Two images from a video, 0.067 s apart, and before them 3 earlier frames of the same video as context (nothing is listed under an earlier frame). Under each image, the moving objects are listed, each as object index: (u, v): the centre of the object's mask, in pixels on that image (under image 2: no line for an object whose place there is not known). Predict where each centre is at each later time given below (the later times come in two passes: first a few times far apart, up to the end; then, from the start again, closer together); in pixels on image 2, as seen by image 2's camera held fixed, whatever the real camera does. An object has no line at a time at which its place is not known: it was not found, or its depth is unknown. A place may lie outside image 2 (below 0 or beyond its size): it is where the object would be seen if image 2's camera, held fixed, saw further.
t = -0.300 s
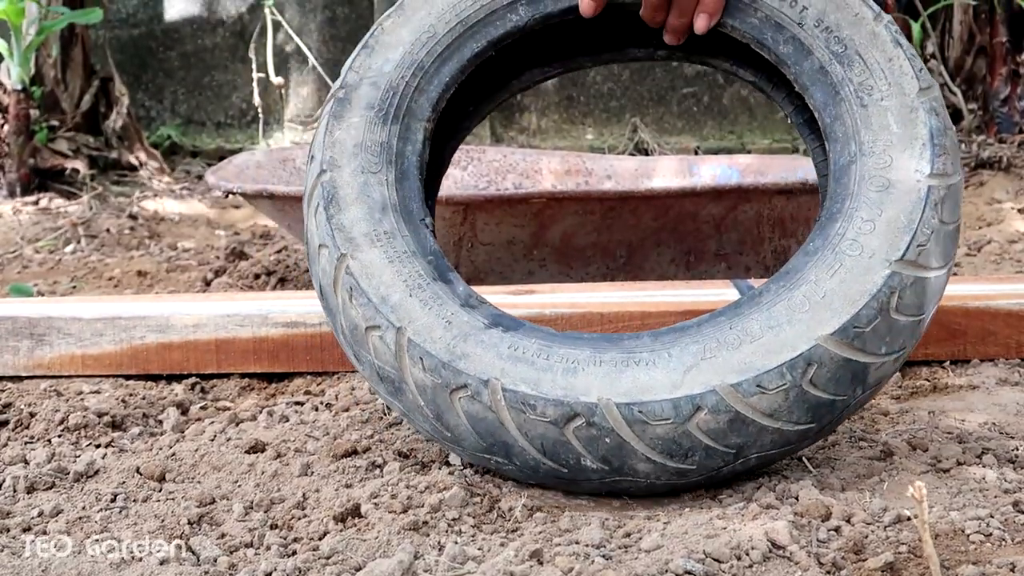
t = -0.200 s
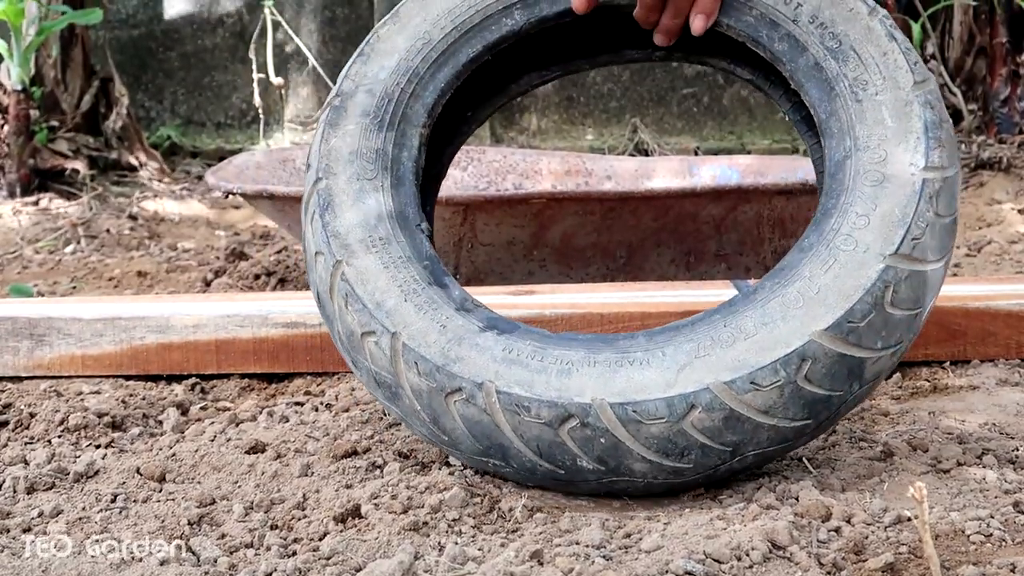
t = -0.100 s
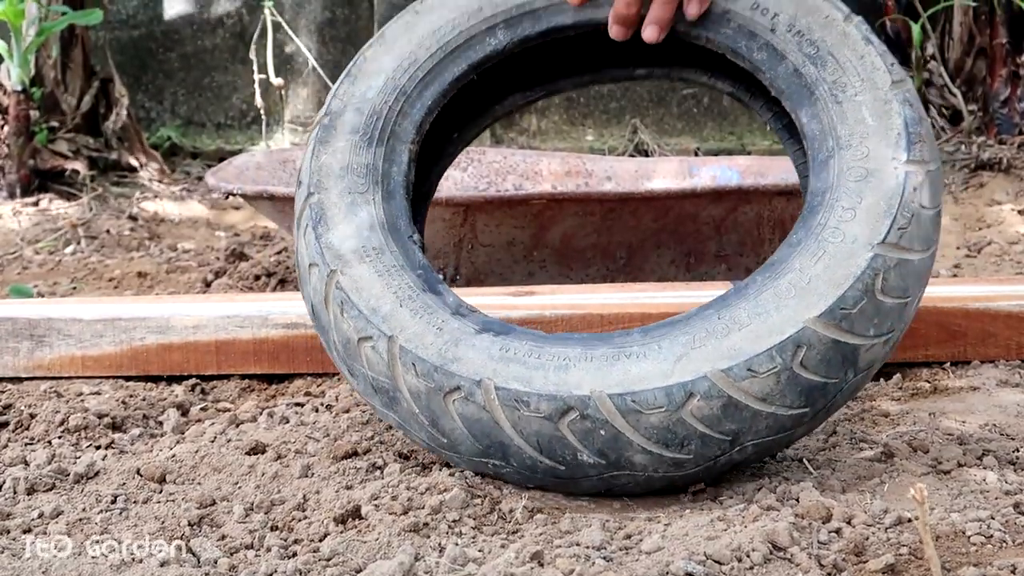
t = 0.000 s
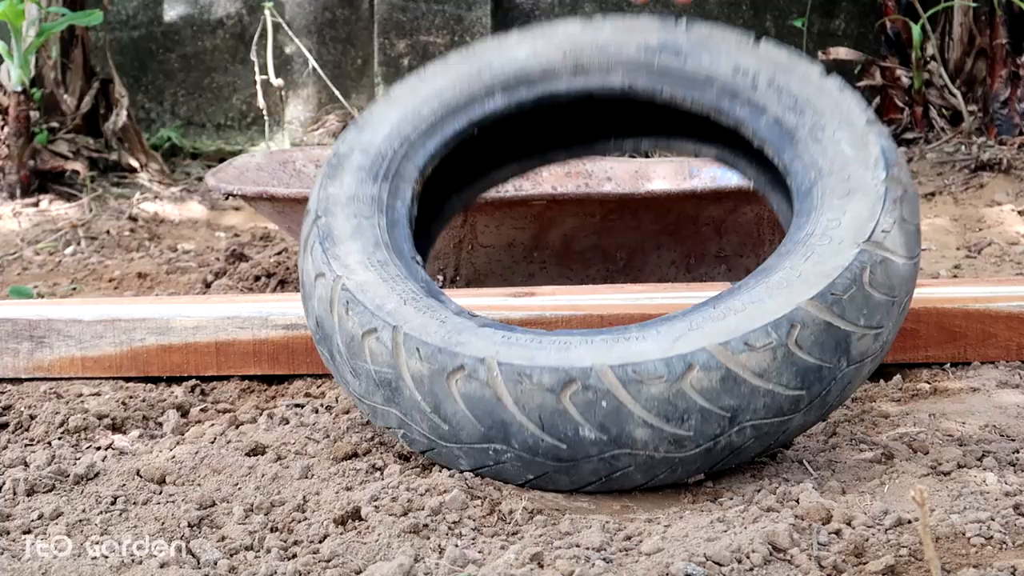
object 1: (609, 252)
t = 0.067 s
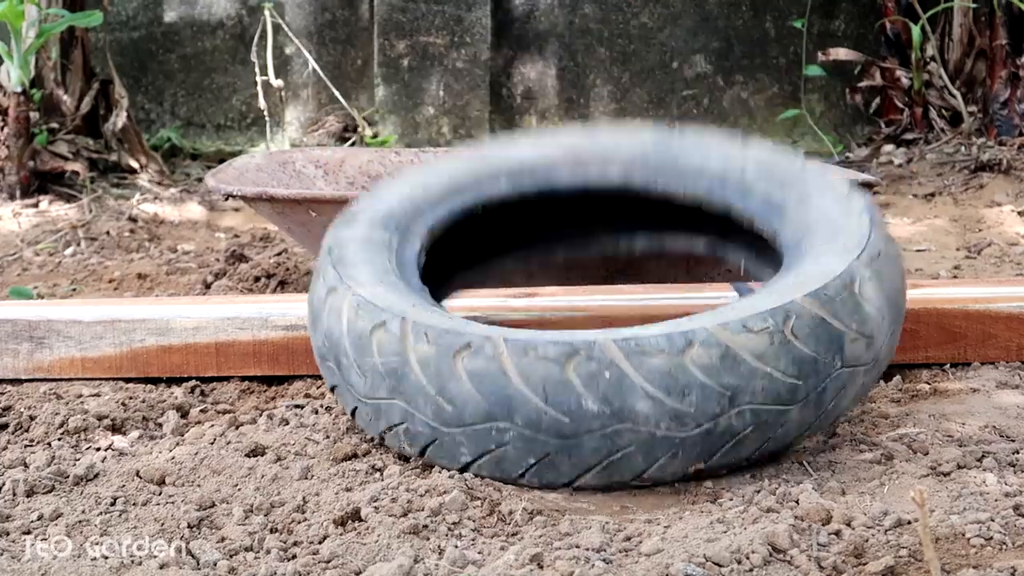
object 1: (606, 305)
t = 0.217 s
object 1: (627, 314)
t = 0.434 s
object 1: (615, 336)
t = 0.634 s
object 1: (621, 344)
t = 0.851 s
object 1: (622, 344)
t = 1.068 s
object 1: (620, 346)
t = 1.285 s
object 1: (620, 346)
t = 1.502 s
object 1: (620, 347)
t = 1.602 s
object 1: (620, 347)
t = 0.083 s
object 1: (605, 324)
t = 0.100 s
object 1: (607, 339)
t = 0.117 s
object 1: (609, 334)
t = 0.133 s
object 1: (613, 326)
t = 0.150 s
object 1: (616, 321)
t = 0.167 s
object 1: (619, 317)
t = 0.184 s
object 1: (622, 314)
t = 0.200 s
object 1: (625, 313)
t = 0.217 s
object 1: (627, 314)
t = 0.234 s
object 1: (628, 317)
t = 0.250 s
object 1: (628, 321)
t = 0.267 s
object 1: (626, 327)
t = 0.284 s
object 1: (625, 331)
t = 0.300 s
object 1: (623, 336)
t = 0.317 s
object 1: (621, 342)
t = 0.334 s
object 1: (619, 345)
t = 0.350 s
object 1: (618, 344)
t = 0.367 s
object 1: (617, 339)
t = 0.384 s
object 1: (615, 337)
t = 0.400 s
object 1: (615, 336)
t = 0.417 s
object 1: (614, 336)
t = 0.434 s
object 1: (615, 336)
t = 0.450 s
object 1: (616, 338)
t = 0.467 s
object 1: (618, 341)
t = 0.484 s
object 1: (619, 343)
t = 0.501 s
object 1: (620, 346)
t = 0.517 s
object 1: (621, 345)
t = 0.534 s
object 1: (623, 343)
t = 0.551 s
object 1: (623, 341)
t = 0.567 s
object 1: (624, 340)
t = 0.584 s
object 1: (624, 340)
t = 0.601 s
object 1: (623, 341)
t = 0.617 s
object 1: (622, 342)
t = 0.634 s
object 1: (621, 344)
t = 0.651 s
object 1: (620, 345)
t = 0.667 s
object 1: (619, 346)
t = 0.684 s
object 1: (619, 345)
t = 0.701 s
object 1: (618, 343)
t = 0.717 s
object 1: (618, 343)
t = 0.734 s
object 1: (618, 343)
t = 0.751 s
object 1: (619, 344)
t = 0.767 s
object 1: (620, 345)
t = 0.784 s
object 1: (620, 346)
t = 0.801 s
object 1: (621, 346)
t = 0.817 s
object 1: (621, 345)
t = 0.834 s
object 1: (622, 344)
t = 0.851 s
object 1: (622, 344)
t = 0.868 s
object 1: (621, 344)
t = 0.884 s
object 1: (621, 345)
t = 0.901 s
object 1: (620, 346)
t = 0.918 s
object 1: (620, 346)
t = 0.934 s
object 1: (619, 346)
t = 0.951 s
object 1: (619, 345)
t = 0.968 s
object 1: (619, 345)
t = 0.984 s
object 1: (619, 345)
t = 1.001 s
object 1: (620, 346)
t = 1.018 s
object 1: (620, 347)
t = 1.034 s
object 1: (621, 346)
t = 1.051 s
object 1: (620, 346)
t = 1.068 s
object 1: (620, 346)
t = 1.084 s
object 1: (620, 346)
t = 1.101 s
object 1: (620, 346)
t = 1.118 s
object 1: (620, 346)
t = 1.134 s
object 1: (620, 346)
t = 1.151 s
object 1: (620, 346)
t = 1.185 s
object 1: (620, 346)
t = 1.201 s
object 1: (620, 347)
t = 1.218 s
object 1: (620, 346)
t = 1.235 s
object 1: (620, 346)
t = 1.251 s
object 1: (620, 346)
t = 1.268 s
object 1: (620, 346)
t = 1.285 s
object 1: (620, 346)
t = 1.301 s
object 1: (620, 346)
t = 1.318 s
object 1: (620, 346)
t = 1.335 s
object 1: (620, 346)
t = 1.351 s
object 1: (620, 346)
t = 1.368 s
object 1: (620, 347)
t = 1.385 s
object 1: (620, 347)
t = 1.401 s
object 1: (620, 347)
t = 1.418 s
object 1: (620, 347)
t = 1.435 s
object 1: (620, 347)
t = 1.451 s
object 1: (620, 347)
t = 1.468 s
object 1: (620, 347)
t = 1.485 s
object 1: (620, 347)
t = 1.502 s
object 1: (620, 347)
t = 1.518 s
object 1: (620, 347)
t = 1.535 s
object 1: (620, 347)
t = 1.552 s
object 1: (620, 347)
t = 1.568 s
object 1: (620, 347)
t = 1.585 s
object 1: (620, 347)
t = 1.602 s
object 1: (620, 347)
